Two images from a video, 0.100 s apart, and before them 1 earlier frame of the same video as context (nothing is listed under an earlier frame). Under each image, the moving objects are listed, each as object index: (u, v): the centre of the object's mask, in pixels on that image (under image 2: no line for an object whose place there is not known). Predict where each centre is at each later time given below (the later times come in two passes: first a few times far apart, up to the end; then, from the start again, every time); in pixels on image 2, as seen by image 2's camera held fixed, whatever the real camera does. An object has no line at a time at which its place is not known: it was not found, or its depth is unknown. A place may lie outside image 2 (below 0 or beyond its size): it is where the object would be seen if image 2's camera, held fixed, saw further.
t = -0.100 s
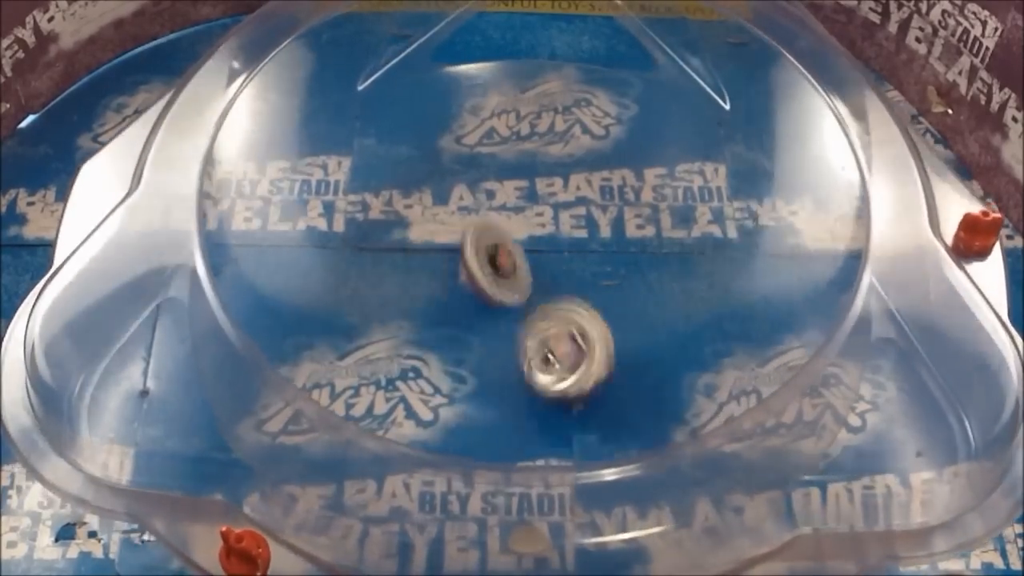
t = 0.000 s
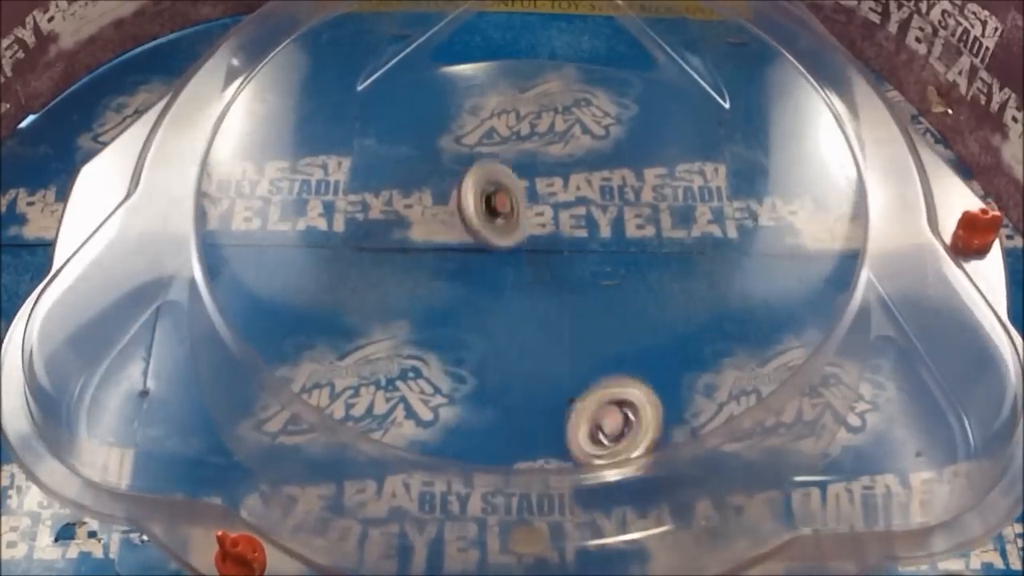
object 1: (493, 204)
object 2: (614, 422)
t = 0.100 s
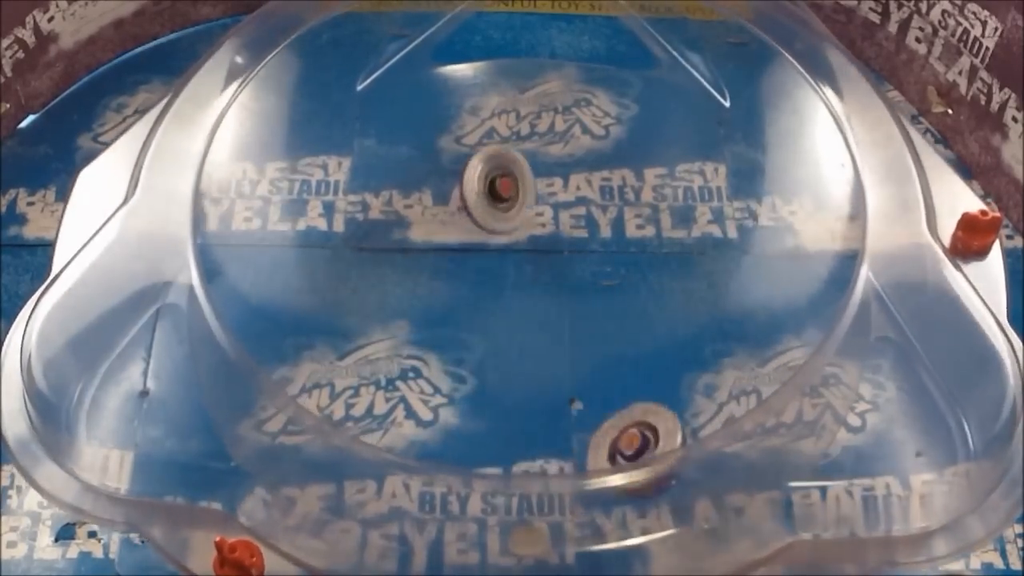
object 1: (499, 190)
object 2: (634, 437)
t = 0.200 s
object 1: (509, 222)
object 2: (624, 439)
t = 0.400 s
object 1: (564, 293)
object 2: (492, 408)
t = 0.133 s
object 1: (502, 194)
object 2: (635, 437)
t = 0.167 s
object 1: (504, 204)
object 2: (630, 439)
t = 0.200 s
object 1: (509, 222)
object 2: (624, 439)
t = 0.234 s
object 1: (514, 244)
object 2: (612, 434)
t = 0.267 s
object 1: (520, 267)
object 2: (598, 425)
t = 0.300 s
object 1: (527, 290)
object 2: (581, 414)
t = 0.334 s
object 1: (532, 311)
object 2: (564, 407)
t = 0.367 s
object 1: (545, 315)
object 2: (539, 404)
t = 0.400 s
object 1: (564, 293)
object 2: (492, 408)
